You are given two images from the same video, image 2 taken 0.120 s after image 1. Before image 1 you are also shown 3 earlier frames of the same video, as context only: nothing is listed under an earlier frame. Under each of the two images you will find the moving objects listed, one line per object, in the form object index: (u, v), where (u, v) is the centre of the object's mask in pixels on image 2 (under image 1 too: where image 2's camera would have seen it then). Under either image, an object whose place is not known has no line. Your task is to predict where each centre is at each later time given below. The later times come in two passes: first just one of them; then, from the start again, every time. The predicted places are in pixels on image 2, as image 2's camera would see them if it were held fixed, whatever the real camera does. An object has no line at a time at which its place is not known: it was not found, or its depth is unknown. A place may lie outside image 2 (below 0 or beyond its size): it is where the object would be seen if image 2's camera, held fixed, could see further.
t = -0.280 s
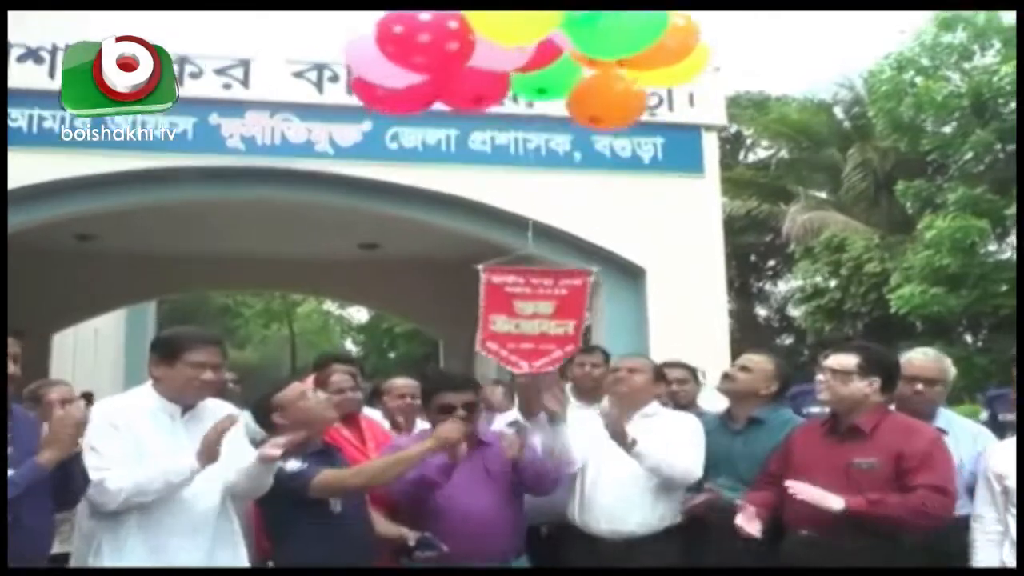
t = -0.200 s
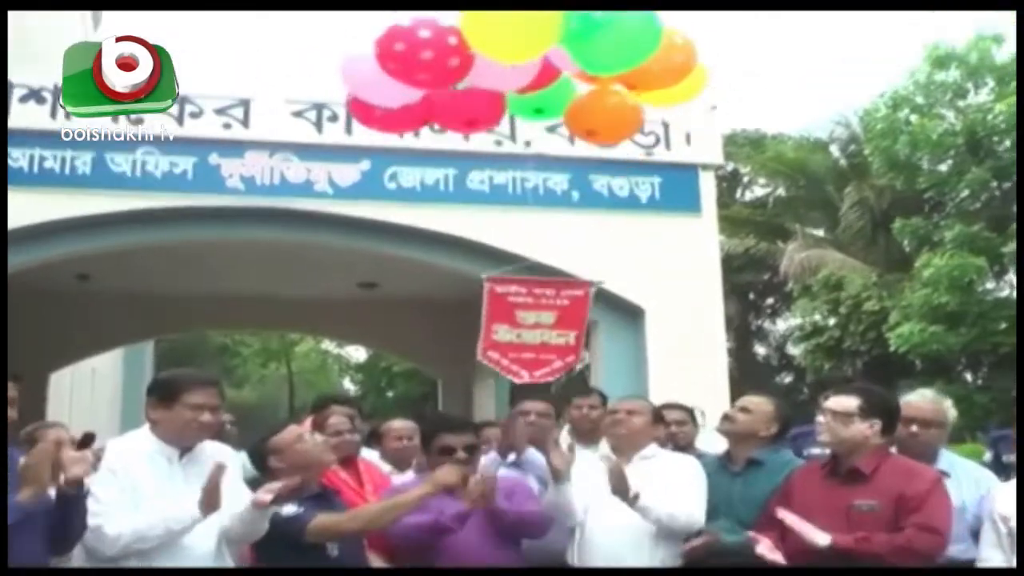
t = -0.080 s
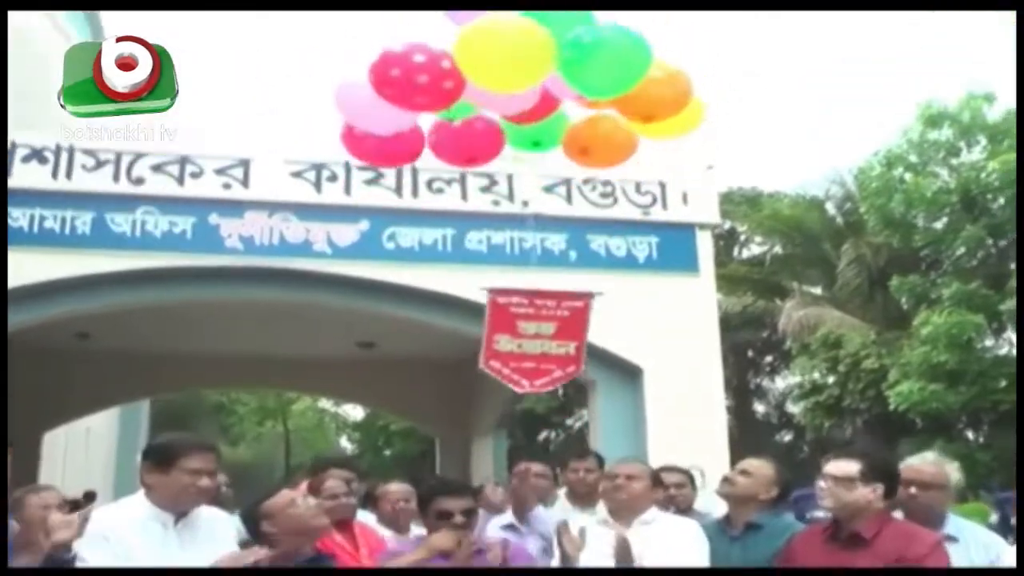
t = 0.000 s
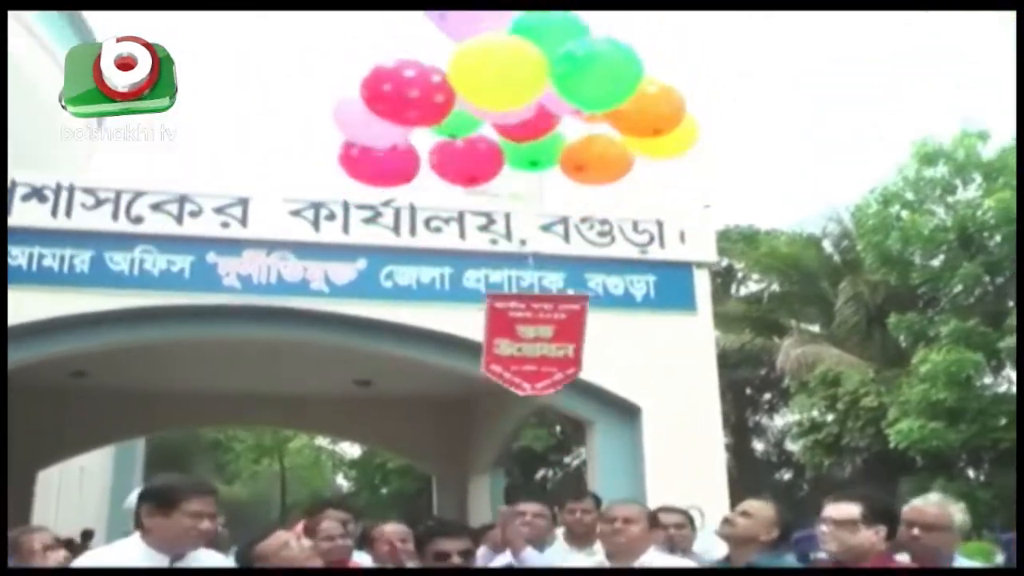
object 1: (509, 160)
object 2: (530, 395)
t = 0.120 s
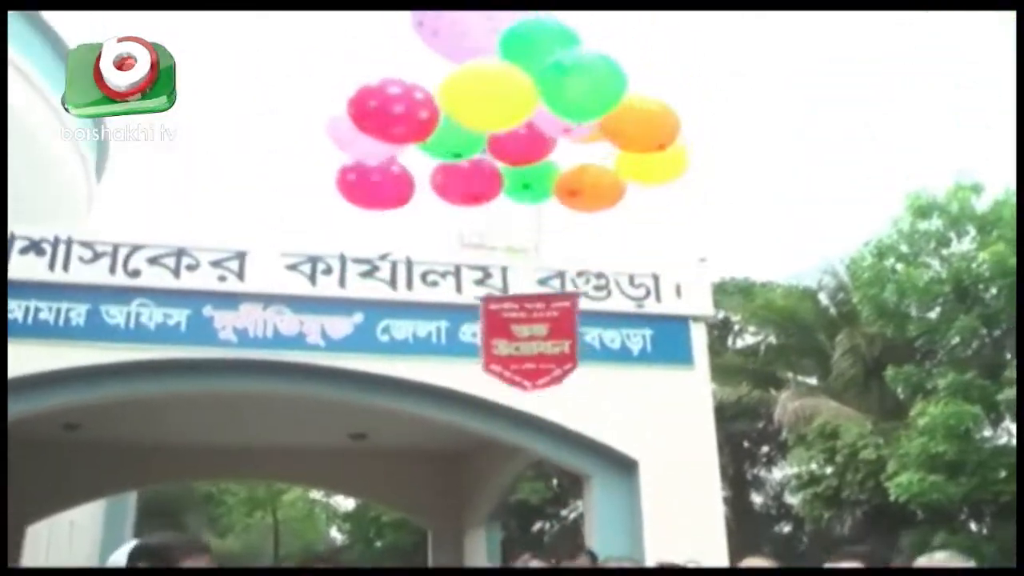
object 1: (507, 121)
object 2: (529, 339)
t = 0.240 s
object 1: (508, 85)
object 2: (527, 283)
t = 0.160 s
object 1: (507, 108)
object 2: (529, 321)
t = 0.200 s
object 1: (507, 96)
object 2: (528, 302)
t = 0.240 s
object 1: (508, 85)
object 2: (527, 283)
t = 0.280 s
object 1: (507, 72)
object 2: (526, 264)
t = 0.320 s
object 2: (525, 245)
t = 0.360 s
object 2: (523, 226)
